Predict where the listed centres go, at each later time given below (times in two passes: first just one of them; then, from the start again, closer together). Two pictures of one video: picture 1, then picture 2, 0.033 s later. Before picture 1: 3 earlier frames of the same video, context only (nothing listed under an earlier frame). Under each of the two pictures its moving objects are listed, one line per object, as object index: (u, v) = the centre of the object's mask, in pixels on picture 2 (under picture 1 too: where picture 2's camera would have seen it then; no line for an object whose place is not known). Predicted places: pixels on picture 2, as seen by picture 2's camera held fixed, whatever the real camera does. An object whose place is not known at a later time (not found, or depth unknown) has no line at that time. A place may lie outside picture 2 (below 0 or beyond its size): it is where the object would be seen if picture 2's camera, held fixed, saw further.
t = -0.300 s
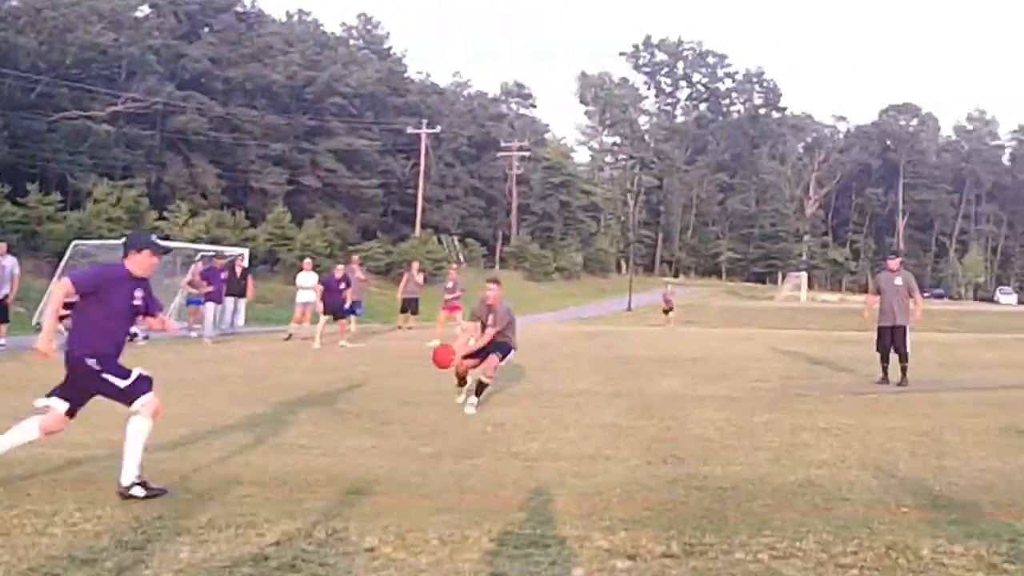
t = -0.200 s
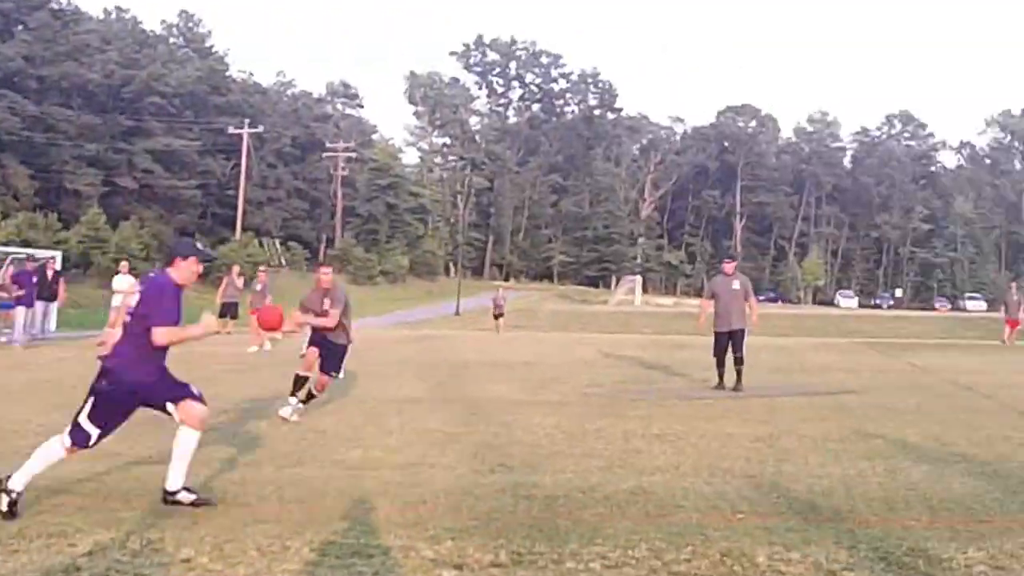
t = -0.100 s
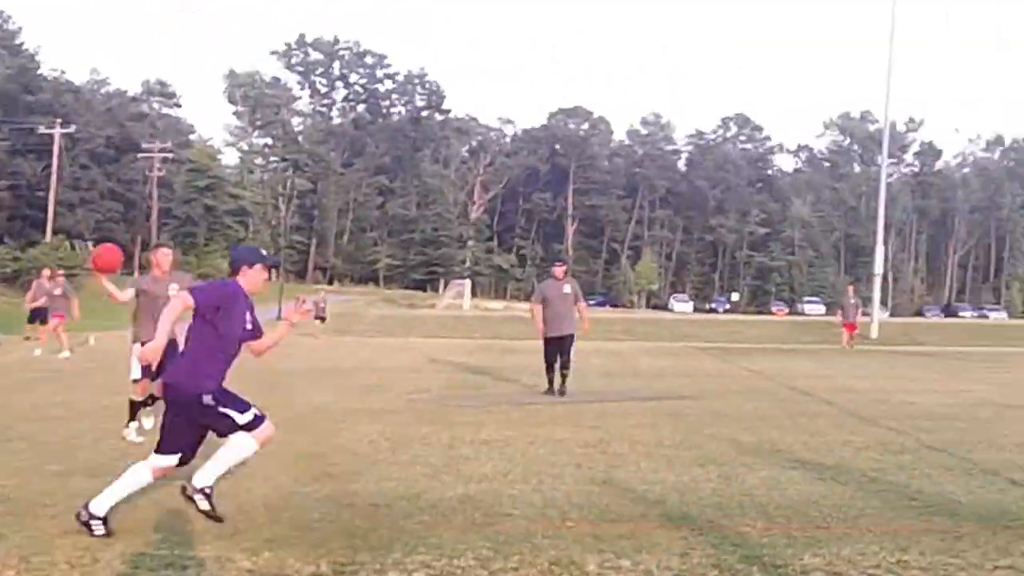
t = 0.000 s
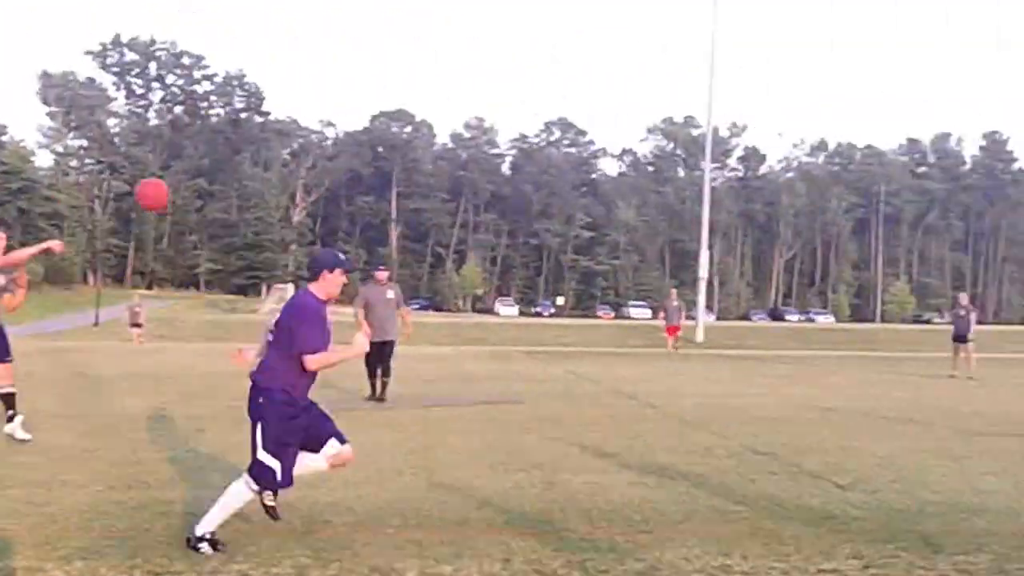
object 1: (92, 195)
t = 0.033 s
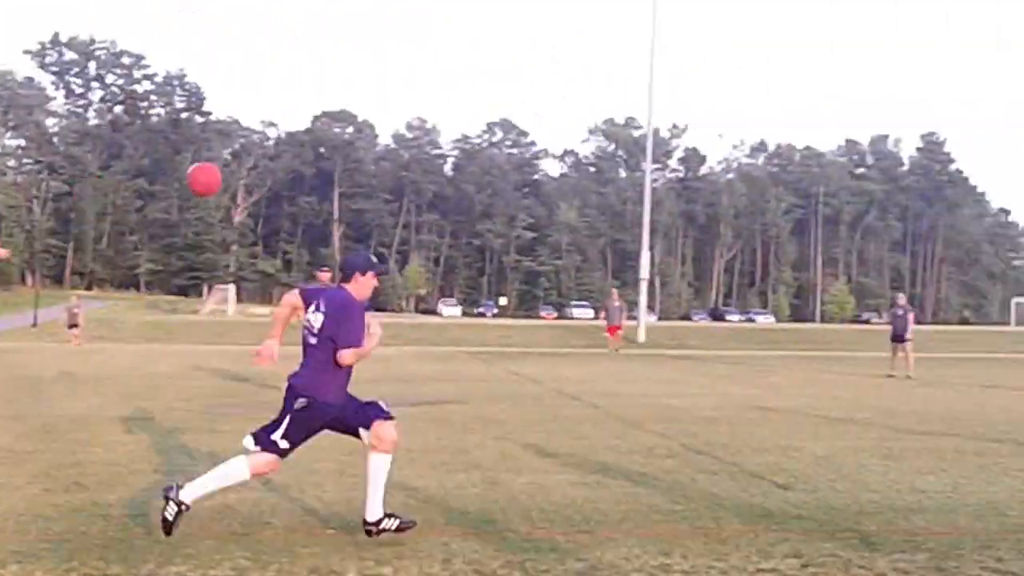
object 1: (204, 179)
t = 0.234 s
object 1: (901, 172)
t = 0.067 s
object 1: (313, 166)
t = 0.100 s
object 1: (424, 159)
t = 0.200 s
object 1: (776, 161)
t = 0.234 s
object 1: (901, 172)
